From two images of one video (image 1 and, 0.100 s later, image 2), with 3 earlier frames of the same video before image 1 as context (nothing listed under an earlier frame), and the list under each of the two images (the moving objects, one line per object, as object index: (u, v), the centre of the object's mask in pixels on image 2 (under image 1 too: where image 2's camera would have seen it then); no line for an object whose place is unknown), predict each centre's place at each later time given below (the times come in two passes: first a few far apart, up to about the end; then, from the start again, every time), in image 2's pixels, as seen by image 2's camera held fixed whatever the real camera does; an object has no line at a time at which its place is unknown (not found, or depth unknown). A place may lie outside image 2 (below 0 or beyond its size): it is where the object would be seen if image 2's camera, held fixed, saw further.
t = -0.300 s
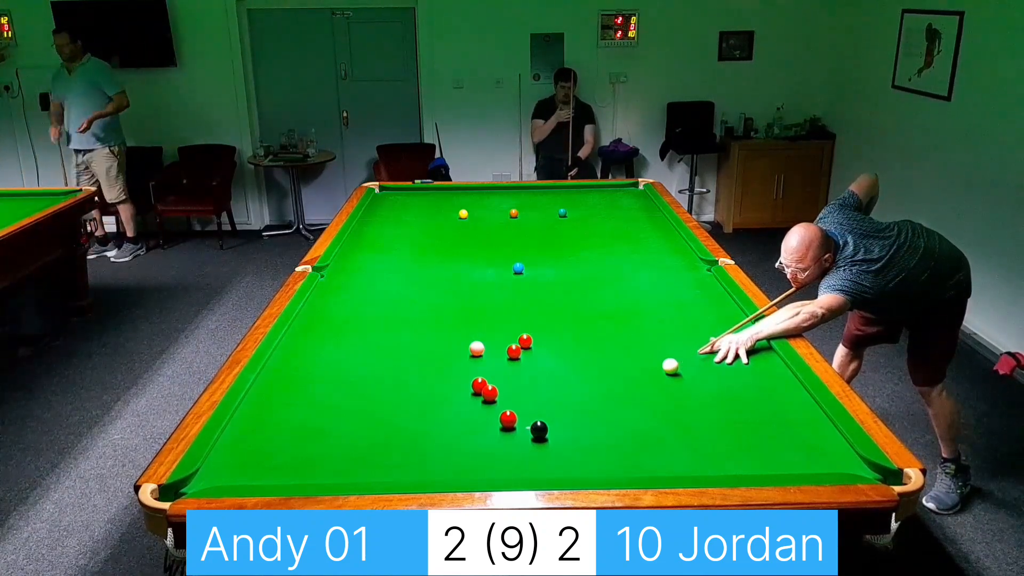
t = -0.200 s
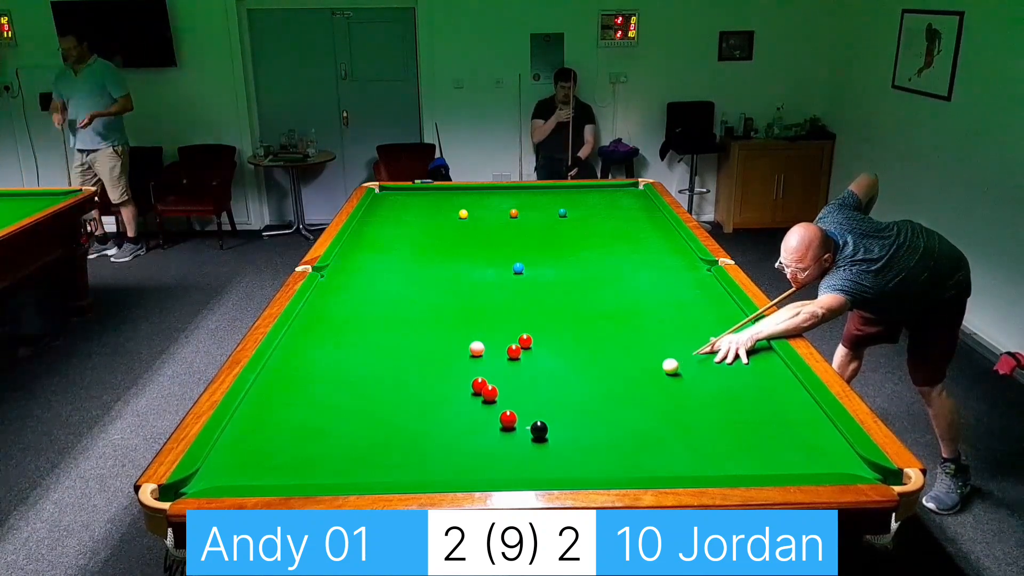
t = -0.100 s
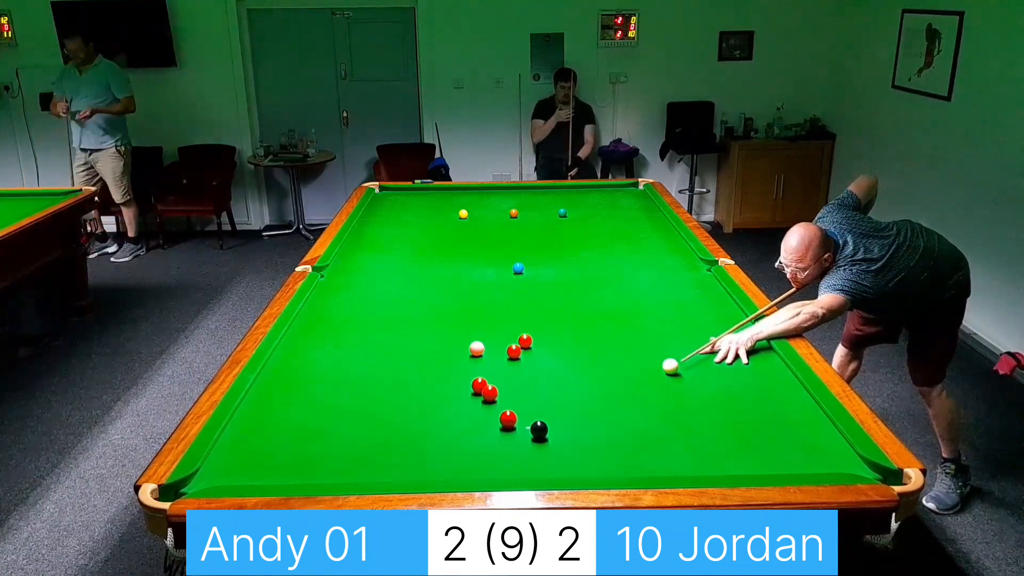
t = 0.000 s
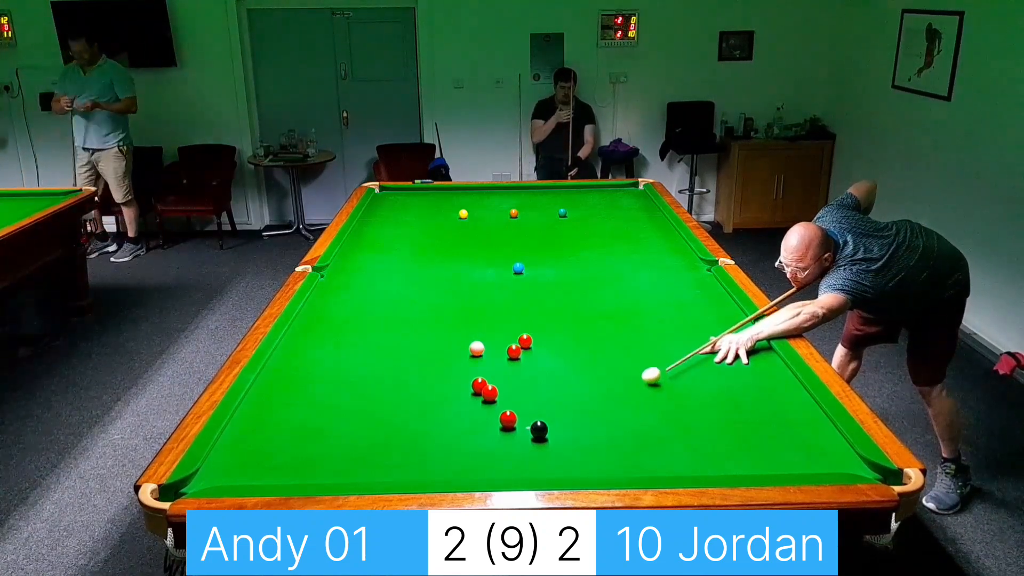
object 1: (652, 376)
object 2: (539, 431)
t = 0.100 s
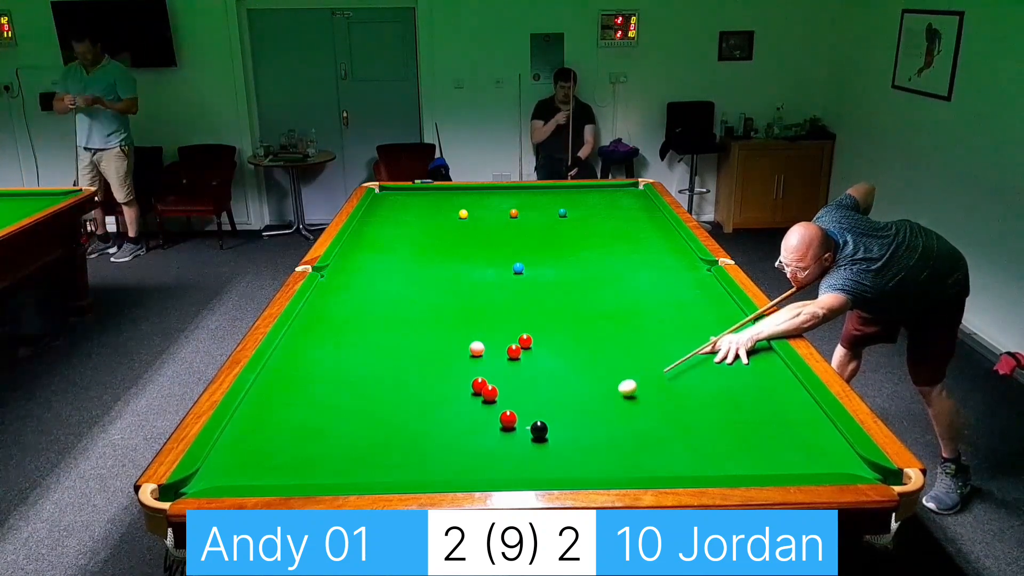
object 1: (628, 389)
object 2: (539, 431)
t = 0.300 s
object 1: (583, 413)
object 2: (539, 431)
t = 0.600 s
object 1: (557, 444)
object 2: (493, 439)
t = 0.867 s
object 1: (553, 469)
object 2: (437, 448)
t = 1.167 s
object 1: (556, 458)
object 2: (375, 459)
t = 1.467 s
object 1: (560, 442)
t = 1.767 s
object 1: (563, 429)
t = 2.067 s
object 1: (566, 418)
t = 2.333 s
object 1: (568, 410)
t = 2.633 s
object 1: (570, 402)
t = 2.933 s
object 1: (571, 396)
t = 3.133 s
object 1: (572, 392)
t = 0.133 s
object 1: (621, 393)
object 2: (539, 431)
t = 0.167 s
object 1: (614, 397)
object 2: (539, 431)
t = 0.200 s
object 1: (606, 401)
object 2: (539, 431)
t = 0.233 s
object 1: (599, 404)
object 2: (539, 431)
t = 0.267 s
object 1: (591, 409)
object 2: (539, 431)
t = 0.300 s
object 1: (583, 413)
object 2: (539, 431)
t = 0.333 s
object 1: (575, 417)
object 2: (539, 431)
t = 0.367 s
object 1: (567, 421)
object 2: (539, 431)
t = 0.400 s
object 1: (559, 426)
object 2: (539, 431)
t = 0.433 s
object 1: (557, 430)
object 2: (532, 432)
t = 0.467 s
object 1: (558, 433)
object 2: (523, 434)
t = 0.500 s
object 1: (558, 434)
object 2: (514, 435)
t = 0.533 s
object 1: (558, 438)
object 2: (507, 436)
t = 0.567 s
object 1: (558, 441)
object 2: (500, 438)
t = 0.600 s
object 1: (557, 444)
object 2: (493, 439)
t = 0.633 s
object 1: (557, 447)
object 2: (486, 440)
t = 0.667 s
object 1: (556, 450)
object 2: (479, 442)
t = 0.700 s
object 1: (556, 454)
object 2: (472, 442)
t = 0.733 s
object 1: (555, 457)
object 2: (466, 443)
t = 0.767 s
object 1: (554, 460)
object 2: (458, 445)
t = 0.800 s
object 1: (554, 465)
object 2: (451, 446)
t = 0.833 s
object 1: (553, 467)
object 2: (445, 447)
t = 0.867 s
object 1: (553, 469)
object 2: (437, 448)
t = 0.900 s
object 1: (552, 471)
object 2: (431, 449)
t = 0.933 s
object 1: (553, 470)
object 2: (424, 450)
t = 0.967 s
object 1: (553, 468)
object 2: (417, 452)
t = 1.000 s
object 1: (554, 467)
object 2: (410, 453)
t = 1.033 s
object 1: (554, 466)
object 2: (403, 454)
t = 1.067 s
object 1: (555, 465)
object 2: (396, 455)
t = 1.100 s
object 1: (555, 462)
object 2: (389, 456)
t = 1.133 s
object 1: (556, 460)
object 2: (383, 457)
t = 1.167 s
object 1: (556, 458)
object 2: (375, 459)
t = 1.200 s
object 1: (557, 456)
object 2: (369, 460)
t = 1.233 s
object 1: (557, 455)
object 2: (362, 461)
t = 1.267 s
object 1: (557, 453)
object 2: (355, 462)
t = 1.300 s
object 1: (558, 451)
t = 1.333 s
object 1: (558, 449)
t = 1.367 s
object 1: (559, 447)
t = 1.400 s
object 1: (559, 446)
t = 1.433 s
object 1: (560, 444)
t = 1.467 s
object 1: (560, 442)
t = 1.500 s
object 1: (560, 441)
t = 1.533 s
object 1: (561, 439)
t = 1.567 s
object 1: (561, 438)
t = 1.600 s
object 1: (561, 436)
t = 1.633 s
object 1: (562, 435)
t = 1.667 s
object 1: (562, 433)
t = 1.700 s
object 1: (562, 432)
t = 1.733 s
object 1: (563, 431)
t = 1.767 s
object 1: (563, 429)
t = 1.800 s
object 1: (563, 428)
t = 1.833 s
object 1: (564, 427)
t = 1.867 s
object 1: (564, 425)
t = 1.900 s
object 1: (564, 424)
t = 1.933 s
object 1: (565, 423)
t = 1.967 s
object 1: (565, 422)
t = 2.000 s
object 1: (565, 420)
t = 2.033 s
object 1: (566, 419)
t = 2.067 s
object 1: (566, 418)
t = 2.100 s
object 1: (566, 417)
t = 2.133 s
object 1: (567, 416)
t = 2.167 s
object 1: (567, 415)
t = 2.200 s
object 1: (567, 414)
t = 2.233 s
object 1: (567, 413)
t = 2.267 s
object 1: (568, 412)
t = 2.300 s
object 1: (568, 411)
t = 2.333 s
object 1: (568, 410)
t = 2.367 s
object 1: (568, 409)
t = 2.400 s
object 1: (569, 408)
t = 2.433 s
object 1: (569, 407)
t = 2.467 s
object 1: (569, 406)
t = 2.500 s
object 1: (569, 405)
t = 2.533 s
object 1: (569, 405)
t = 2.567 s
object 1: (569, 404)
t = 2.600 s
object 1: (570, 403)
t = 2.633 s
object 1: (570, 402)
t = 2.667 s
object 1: (570, 401)
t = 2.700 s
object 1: (570, 401)
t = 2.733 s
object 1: (570, 400)
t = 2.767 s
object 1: (570, 399)
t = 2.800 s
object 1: (571, 398)
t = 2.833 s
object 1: (571, 398)
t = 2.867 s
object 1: (571, 397)
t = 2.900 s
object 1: (571, 396)
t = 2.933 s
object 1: (571, 396)
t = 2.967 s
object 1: (571, 395)
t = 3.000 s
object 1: (571, 394)
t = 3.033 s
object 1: (571, 394)
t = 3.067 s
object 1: (571, 393)
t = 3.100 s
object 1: (571, 393)
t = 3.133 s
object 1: (572, 392)
